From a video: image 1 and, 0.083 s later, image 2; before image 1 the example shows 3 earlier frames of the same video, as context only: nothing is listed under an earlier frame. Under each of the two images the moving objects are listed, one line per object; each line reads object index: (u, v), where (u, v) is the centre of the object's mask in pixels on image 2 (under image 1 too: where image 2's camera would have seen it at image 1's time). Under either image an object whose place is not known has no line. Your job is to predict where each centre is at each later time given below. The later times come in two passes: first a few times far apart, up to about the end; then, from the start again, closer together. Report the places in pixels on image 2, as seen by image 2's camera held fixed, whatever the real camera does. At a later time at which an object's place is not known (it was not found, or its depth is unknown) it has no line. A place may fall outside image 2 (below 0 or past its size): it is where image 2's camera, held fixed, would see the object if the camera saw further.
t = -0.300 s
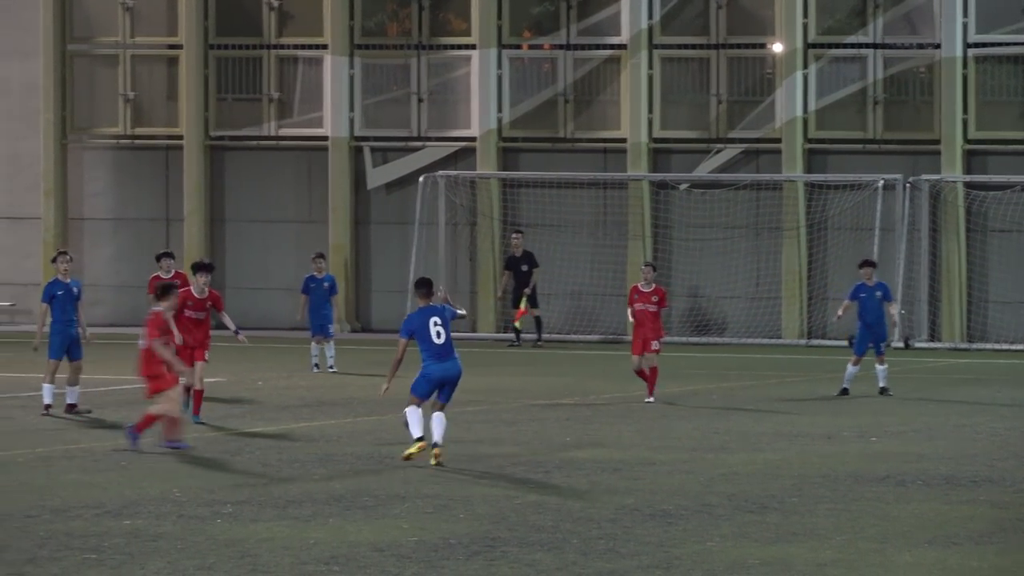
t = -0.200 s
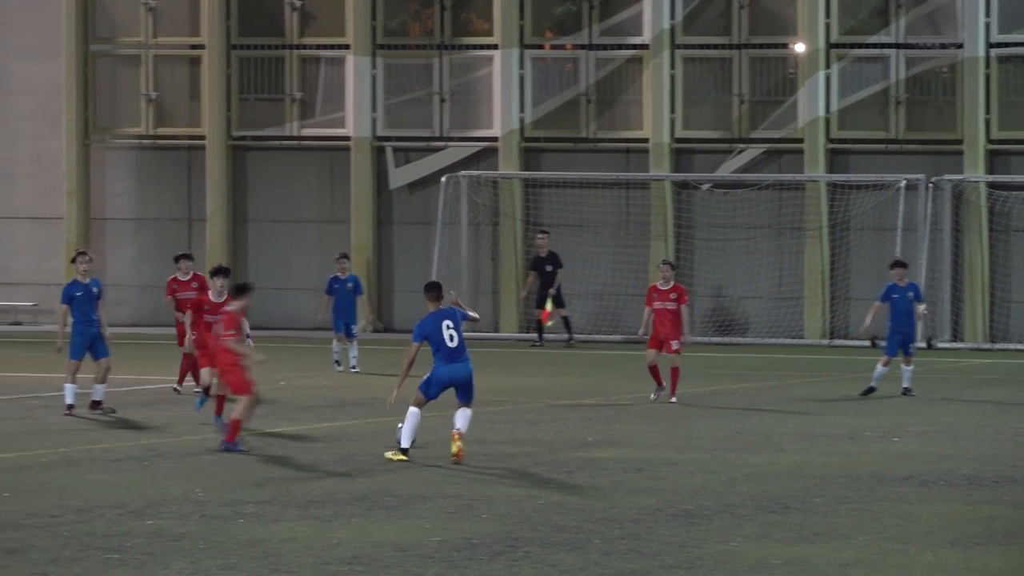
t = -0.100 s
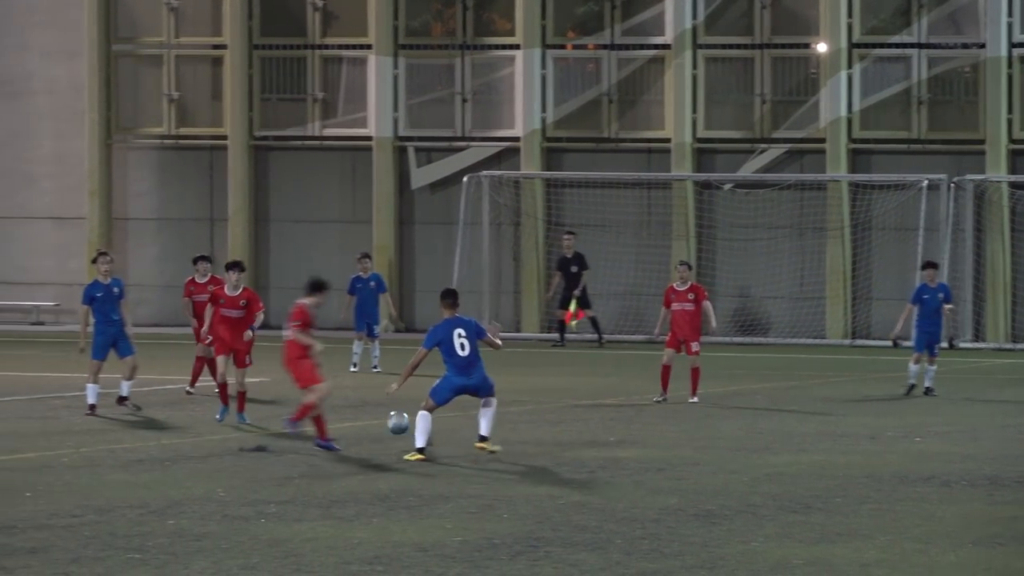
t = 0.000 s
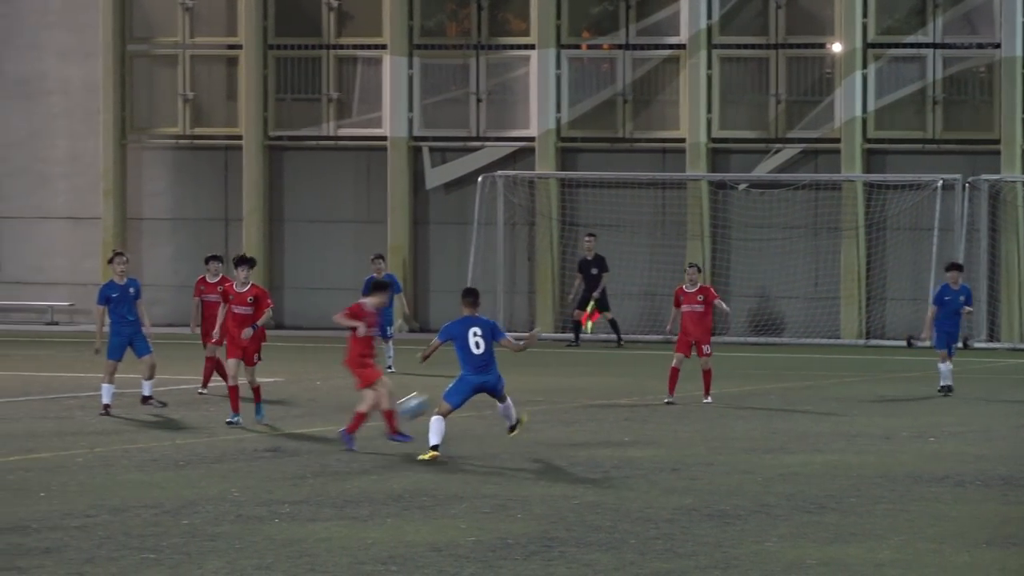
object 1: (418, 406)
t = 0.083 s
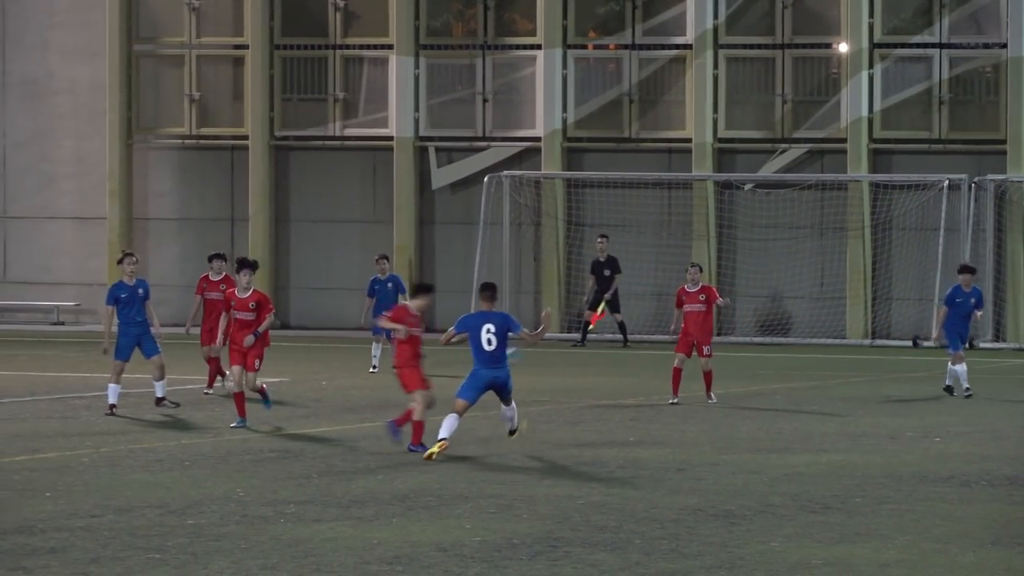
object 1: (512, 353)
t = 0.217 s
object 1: (638, 291)
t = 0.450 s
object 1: (862, 219)
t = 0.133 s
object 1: (558, 329)
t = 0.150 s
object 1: (573, 323)
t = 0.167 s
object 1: (587, 315)
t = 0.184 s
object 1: (605, 306)
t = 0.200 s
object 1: (622, 299)
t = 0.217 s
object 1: (638, 291)
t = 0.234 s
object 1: (654, 285)
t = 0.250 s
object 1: (669, 278)
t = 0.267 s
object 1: (687, 272)
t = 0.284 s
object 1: (704, 265)
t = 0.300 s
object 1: (721, 259)
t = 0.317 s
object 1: (736, 254)
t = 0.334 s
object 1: (751, 249)
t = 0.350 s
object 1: (766, 244)
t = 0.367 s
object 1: (784, 238)
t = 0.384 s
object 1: (800, 234)
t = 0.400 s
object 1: (815, 231)
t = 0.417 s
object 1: (831, 226)
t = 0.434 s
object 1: (847, 222)
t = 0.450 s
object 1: (862, 219)
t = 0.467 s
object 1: (877, 215)
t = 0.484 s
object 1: (890, 212)
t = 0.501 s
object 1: (907, 209)
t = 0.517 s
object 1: (922, 207)
